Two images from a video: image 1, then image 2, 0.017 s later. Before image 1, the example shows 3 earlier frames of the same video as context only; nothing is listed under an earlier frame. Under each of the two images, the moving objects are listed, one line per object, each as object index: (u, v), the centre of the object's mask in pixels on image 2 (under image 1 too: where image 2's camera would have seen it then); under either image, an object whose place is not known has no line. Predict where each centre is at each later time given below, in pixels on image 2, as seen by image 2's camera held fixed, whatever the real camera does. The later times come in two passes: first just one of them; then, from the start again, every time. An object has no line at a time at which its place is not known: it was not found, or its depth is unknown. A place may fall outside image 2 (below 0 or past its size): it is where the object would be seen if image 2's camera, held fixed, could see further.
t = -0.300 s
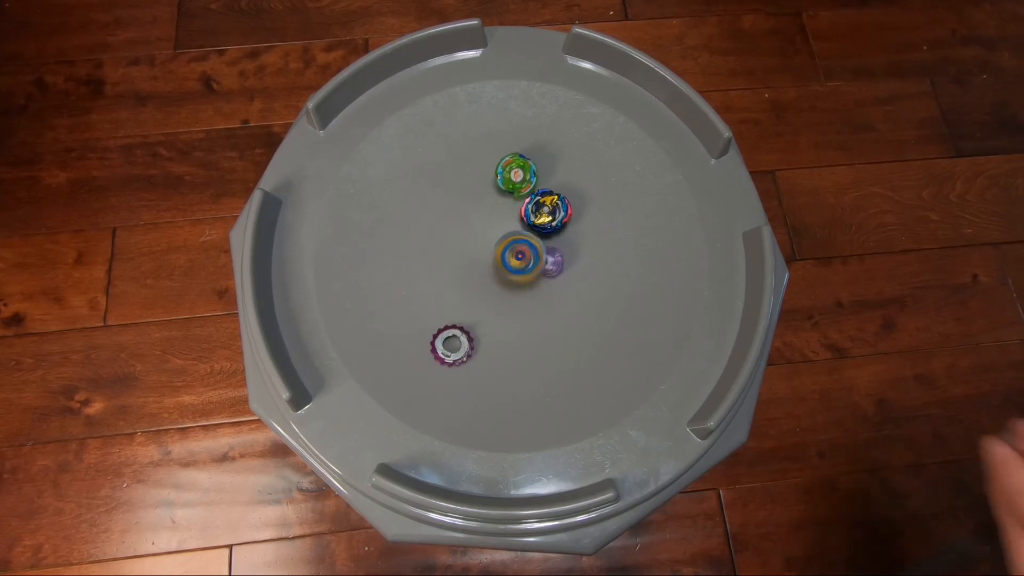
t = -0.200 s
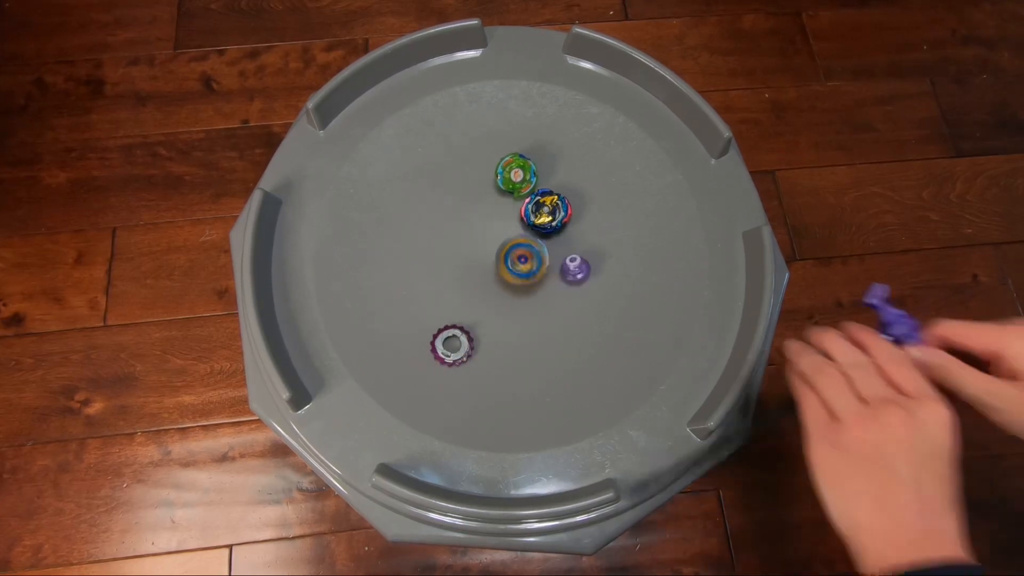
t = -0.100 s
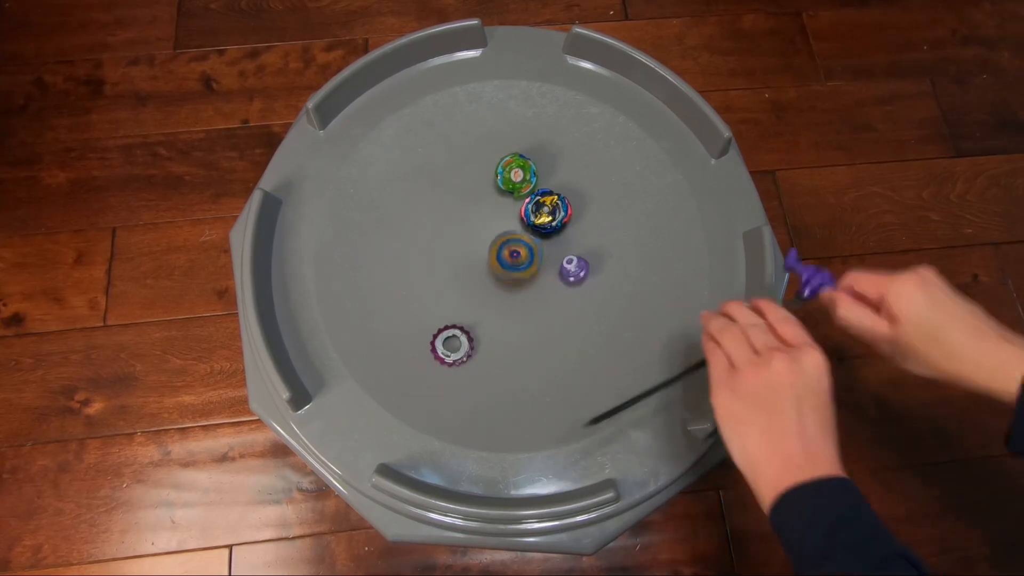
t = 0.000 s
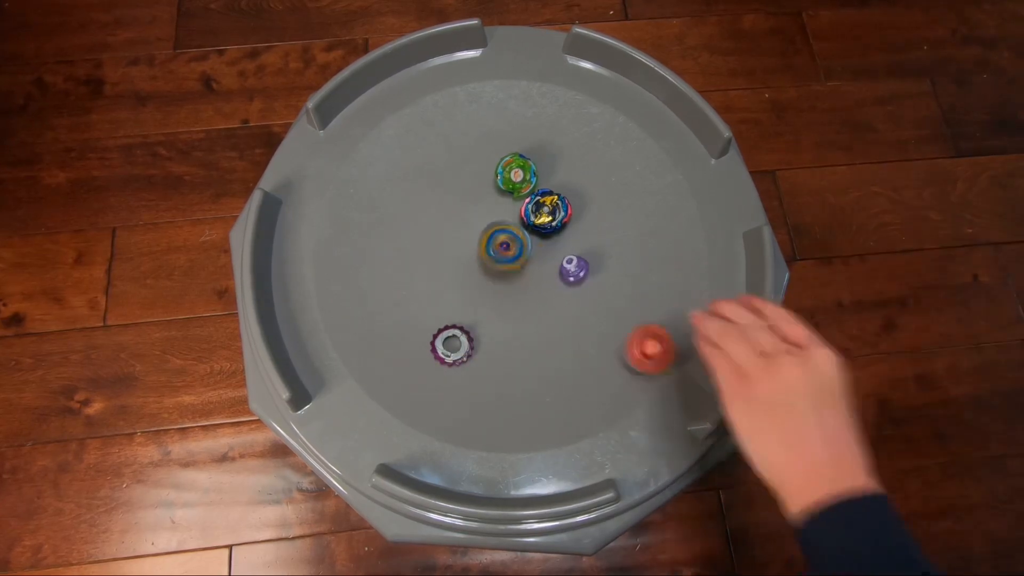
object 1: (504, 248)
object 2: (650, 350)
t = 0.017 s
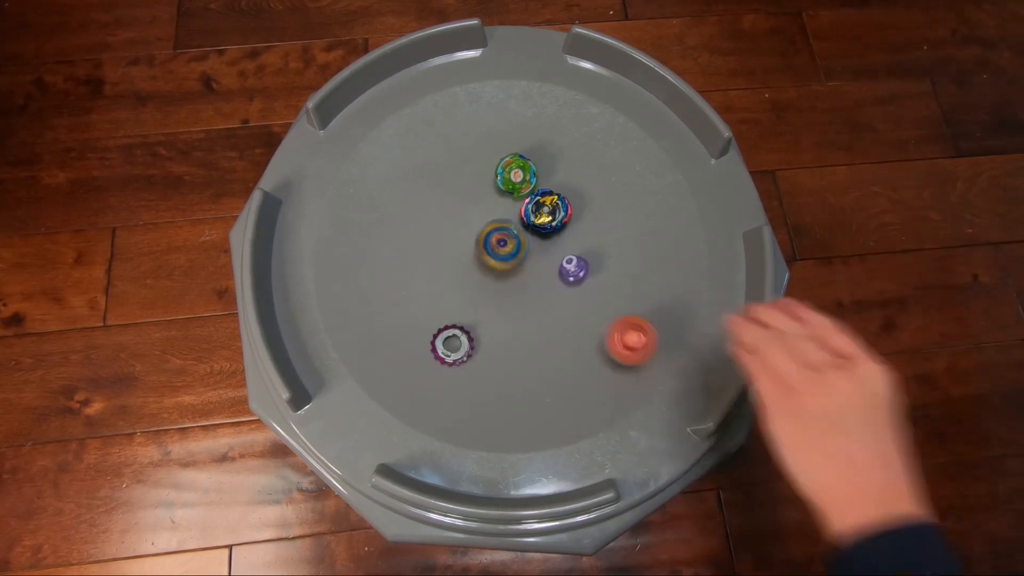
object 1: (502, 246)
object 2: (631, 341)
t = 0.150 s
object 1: (494, 229)
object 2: (485, 284)
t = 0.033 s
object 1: (499, 244)
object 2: (610, 334)
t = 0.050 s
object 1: (498, 242)
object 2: (588, 330)
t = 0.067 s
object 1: (497, 241)
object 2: (568, 322)
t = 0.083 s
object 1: (494, 239)
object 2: (548, 314)
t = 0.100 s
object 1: (494, 238)
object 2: (530, 305)
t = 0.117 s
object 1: (492, 238)
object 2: (514, 296)
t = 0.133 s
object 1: (492, 237)
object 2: (499, 288)
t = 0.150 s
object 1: (494, 229)
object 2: (485, 284)
